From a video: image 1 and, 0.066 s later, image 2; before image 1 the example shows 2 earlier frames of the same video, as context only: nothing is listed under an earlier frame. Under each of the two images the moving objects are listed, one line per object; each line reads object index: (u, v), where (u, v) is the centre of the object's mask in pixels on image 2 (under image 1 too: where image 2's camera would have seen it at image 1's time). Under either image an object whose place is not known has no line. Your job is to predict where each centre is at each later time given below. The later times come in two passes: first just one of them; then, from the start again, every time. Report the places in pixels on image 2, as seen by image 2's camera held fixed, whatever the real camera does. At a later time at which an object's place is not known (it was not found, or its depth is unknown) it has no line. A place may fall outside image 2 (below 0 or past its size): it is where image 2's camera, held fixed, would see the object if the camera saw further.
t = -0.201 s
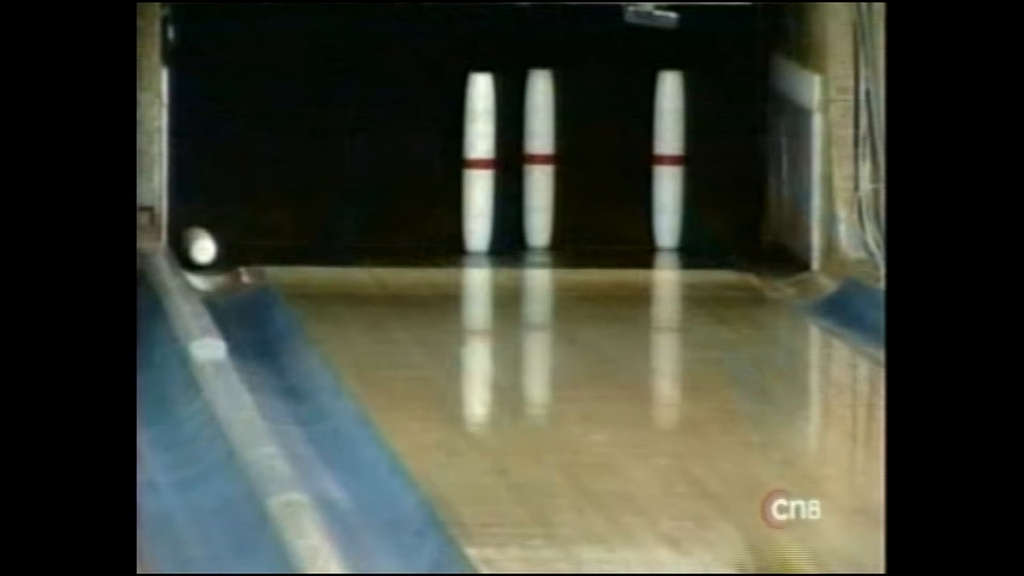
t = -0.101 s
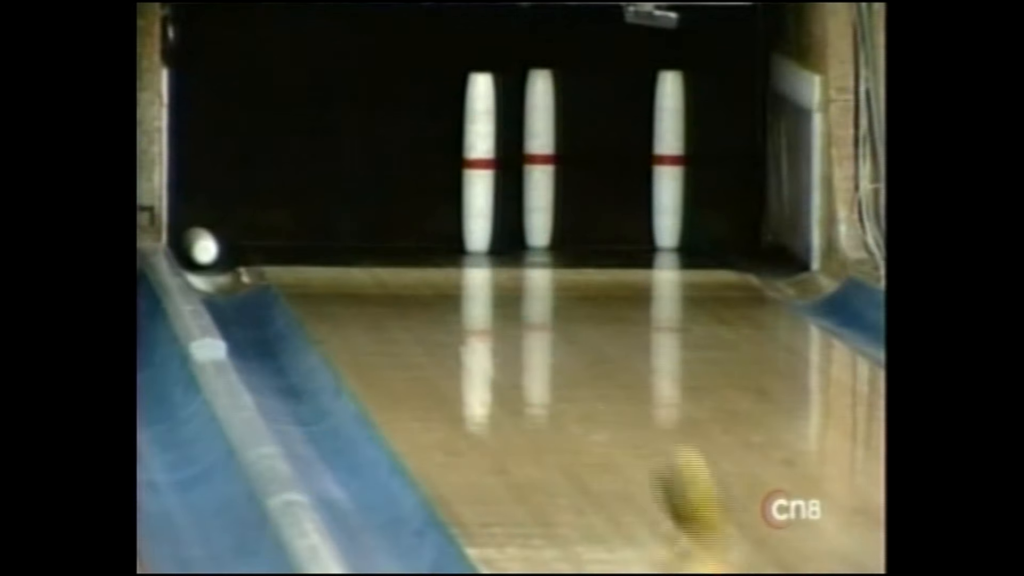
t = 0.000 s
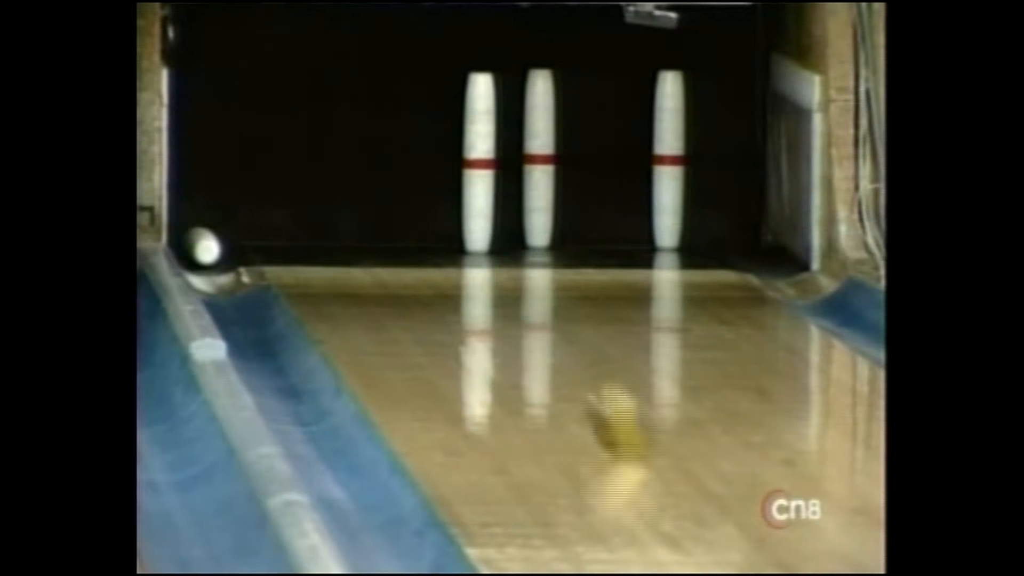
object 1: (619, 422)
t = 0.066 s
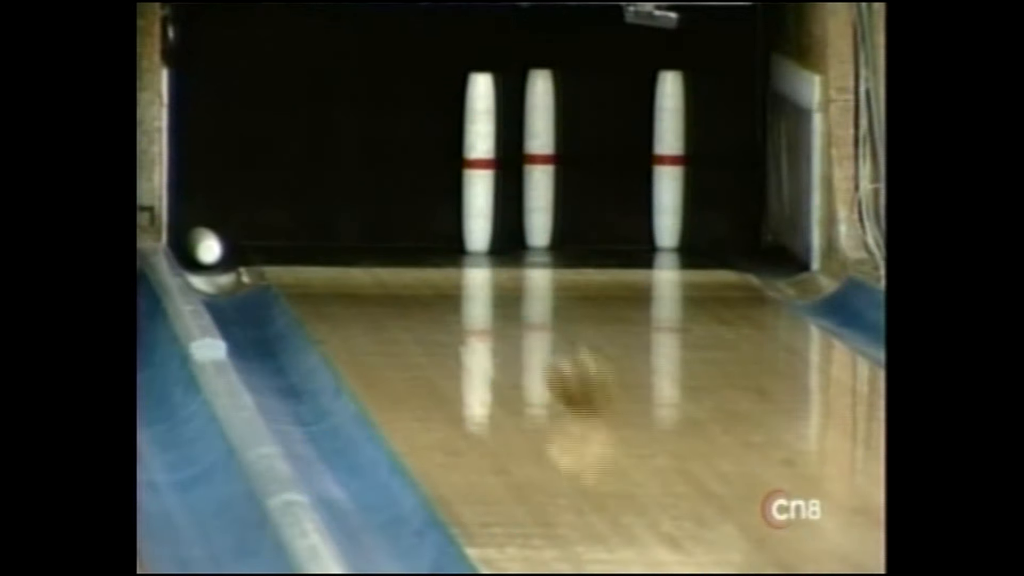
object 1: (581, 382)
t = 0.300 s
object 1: (471, 270)
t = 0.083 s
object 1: (568, 371)
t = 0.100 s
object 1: (556, 363)
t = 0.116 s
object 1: (552, 353)
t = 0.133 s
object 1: (544, 342)
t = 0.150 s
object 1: (534, 334)
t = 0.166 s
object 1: (528, 328)
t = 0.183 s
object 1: (518, 314)
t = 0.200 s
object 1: (509, 307)
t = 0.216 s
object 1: (503, 301)
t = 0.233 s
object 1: (498, 296)
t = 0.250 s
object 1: (491, 288)
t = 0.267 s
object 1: (486, 283)
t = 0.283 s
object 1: (479, 278)
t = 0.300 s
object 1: (471, 270)
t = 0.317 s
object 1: (462, 260)
